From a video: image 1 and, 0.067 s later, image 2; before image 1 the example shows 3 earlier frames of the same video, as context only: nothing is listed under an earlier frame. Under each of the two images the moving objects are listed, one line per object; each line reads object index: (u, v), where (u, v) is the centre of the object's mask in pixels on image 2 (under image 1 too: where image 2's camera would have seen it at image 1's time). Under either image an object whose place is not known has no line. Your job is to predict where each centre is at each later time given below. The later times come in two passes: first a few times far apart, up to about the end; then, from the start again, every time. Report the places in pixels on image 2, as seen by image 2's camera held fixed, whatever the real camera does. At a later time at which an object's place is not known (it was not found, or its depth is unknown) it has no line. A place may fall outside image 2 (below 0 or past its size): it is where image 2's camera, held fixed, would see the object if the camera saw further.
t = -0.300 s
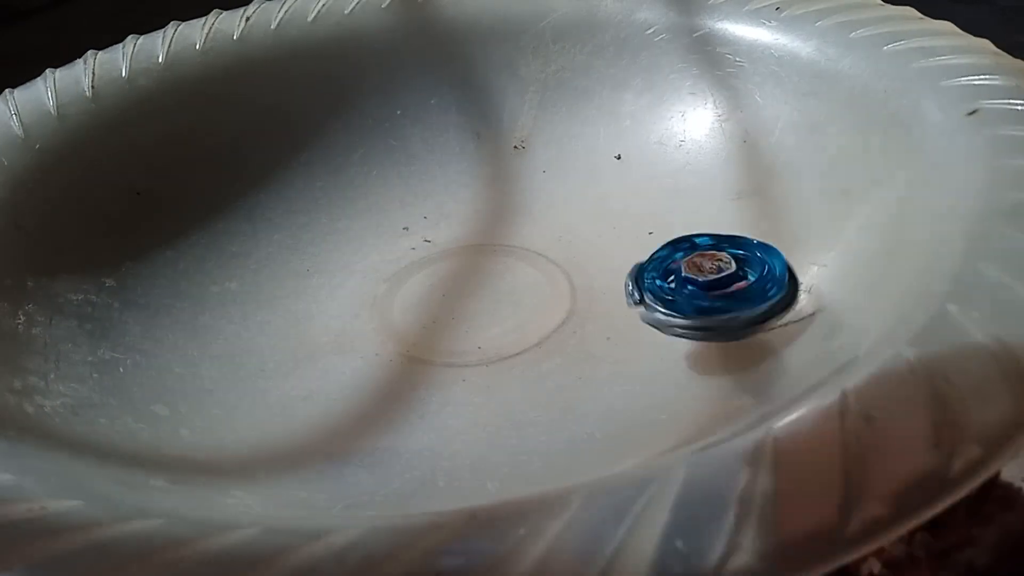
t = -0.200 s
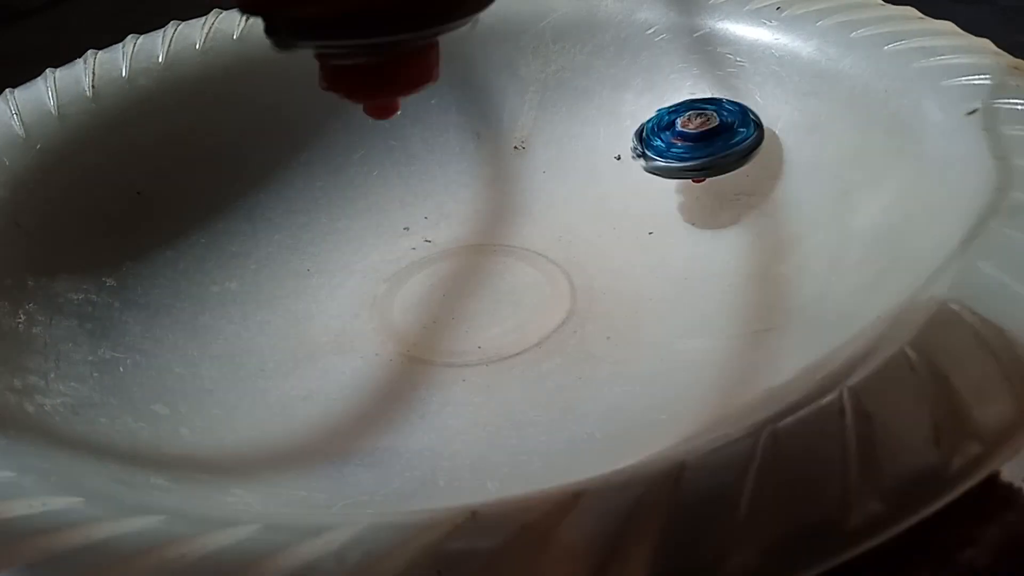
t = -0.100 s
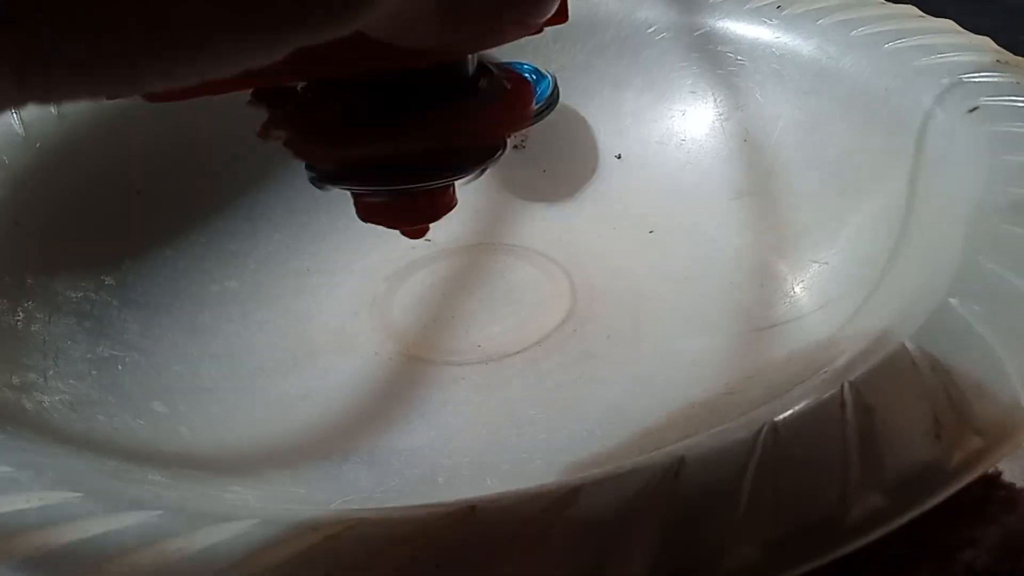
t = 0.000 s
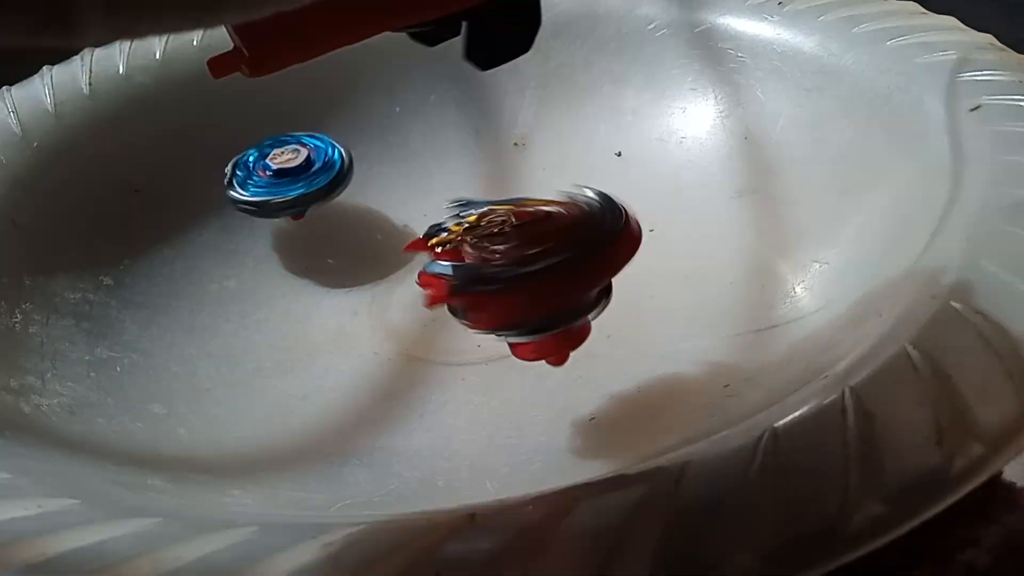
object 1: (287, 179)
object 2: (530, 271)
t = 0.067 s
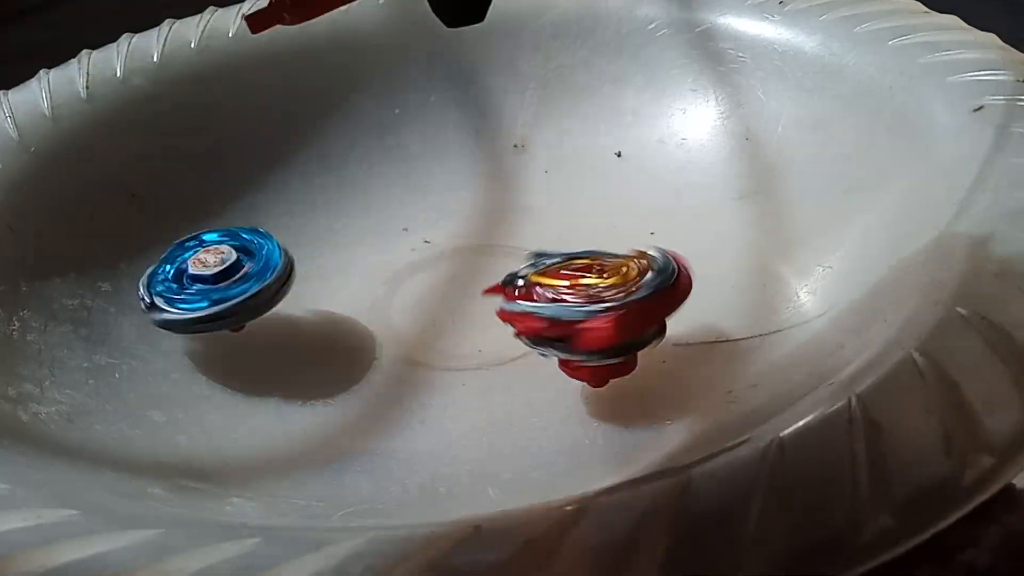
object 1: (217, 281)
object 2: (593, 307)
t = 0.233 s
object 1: (619, 374)
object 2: (537, 229)
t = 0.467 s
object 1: (573, 106)
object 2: (236, 222)
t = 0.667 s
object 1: (224, 275)
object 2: (291, 346)
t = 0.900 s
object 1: (669, 317)
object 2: (903, 128)
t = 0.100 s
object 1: (231, 332)
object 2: (606, 288)
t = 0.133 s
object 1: (286, 380)
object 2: (604, 267)
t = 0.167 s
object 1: (383, 409)
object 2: (587, 250)
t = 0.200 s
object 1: (504, 406)
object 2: (564, 236)
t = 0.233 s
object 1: (619, 374)
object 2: (537, 229)
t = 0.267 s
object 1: (708, 323)
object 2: (508, 225)
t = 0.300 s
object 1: (756, 264)
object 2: (472, 225)
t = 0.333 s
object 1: (772, 208)
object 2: (429, 227)
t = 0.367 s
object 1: (751, 161)
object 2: (381, 228)
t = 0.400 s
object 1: (707, 128)
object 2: (330, 226)
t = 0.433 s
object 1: (644, 109)
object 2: (277, 223)
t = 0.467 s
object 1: (573, 106)
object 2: (236, 222)
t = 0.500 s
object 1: (501, 114)
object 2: (200, 224)
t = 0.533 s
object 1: (428, 131)
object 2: (177, 235)
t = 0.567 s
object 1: (358, 158)
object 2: (173, 254)
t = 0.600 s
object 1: (296, 196)
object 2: (186, 286)
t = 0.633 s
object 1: (252, 231)
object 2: (226, 321)
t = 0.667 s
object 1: (224, 275)
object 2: (291, 346)
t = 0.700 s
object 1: (235, 316)
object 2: (393, 382)
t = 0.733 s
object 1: (266, 347)
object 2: (533, 396)
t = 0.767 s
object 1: (319, 378)
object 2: (669, 346)
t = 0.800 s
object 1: (410, 396)
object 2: (795, 277)
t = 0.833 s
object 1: (511, 387)
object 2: (871, 217)
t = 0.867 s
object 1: (601, 358)
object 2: (906, 164)
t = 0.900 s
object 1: (669, 317)
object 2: (903, 128)
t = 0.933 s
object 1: (707, 268)
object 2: (856, 102)
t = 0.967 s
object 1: (713, 220)
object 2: (785, 103)
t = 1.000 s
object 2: (703, 98)
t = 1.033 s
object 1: (635, 179)
